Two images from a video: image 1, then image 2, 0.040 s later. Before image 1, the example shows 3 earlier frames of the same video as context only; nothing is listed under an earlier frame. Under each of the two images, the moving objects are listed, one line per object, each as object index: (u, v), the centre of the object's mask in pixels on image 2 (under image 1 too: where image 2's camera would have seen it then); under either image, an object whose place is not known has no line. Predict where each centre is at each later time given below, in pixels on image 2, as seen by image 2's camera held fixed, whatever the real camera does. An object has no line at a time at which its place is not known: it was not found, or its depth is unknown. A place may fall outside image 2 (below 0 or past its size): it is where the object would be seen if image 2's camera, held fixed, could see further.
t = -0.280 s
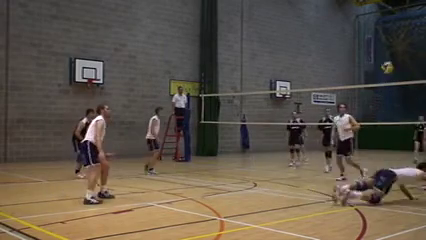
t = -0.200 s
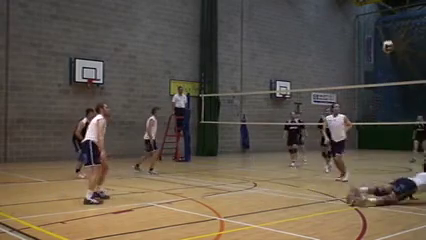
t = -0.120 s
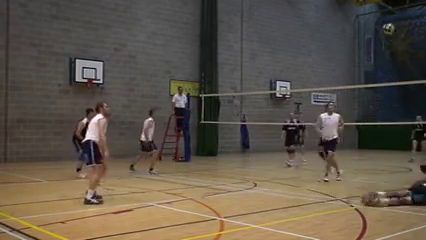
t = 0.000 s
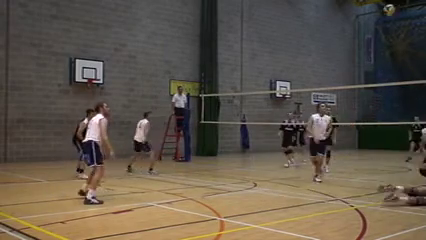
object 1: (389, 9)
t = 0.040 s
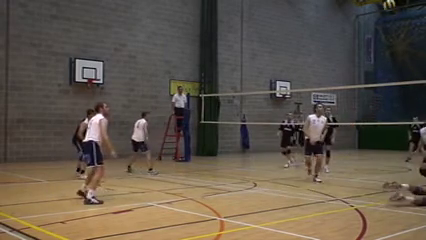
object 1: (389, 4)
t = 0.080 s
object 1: (389, 3)
